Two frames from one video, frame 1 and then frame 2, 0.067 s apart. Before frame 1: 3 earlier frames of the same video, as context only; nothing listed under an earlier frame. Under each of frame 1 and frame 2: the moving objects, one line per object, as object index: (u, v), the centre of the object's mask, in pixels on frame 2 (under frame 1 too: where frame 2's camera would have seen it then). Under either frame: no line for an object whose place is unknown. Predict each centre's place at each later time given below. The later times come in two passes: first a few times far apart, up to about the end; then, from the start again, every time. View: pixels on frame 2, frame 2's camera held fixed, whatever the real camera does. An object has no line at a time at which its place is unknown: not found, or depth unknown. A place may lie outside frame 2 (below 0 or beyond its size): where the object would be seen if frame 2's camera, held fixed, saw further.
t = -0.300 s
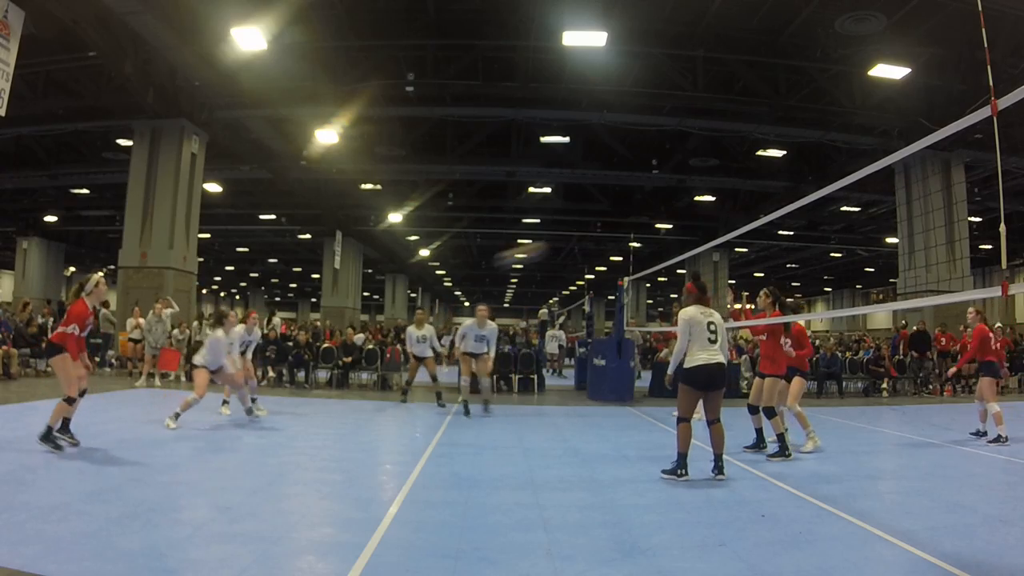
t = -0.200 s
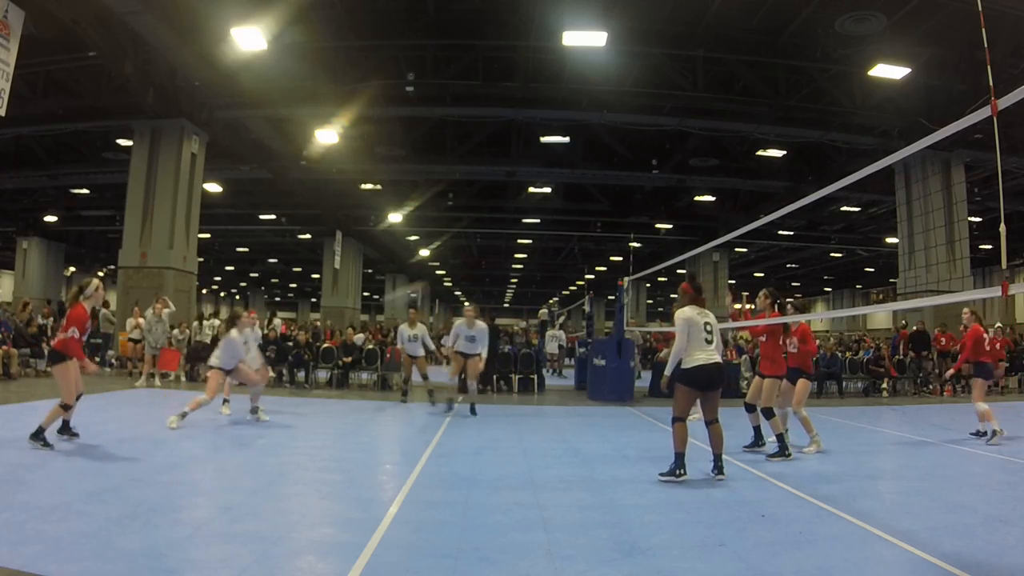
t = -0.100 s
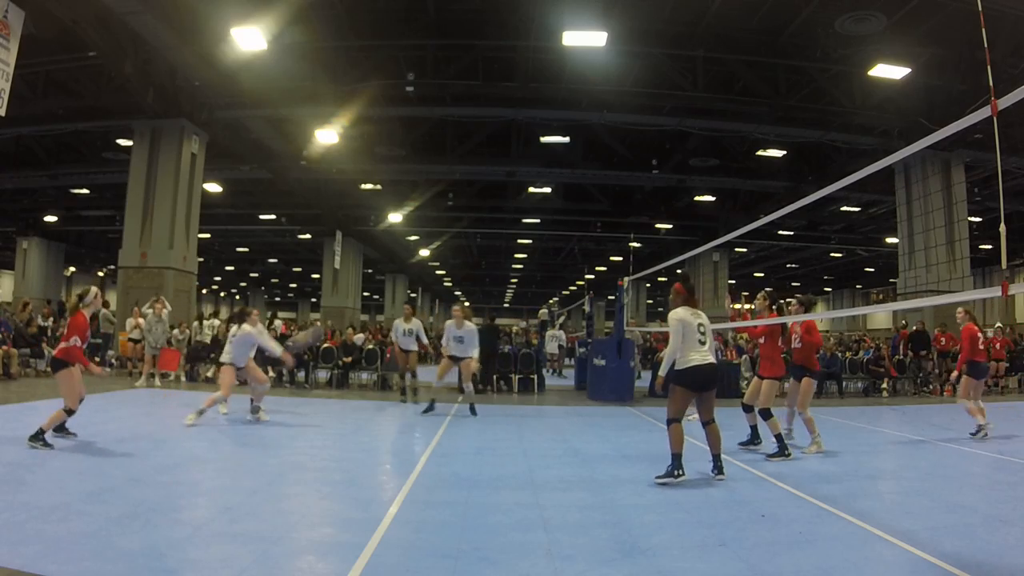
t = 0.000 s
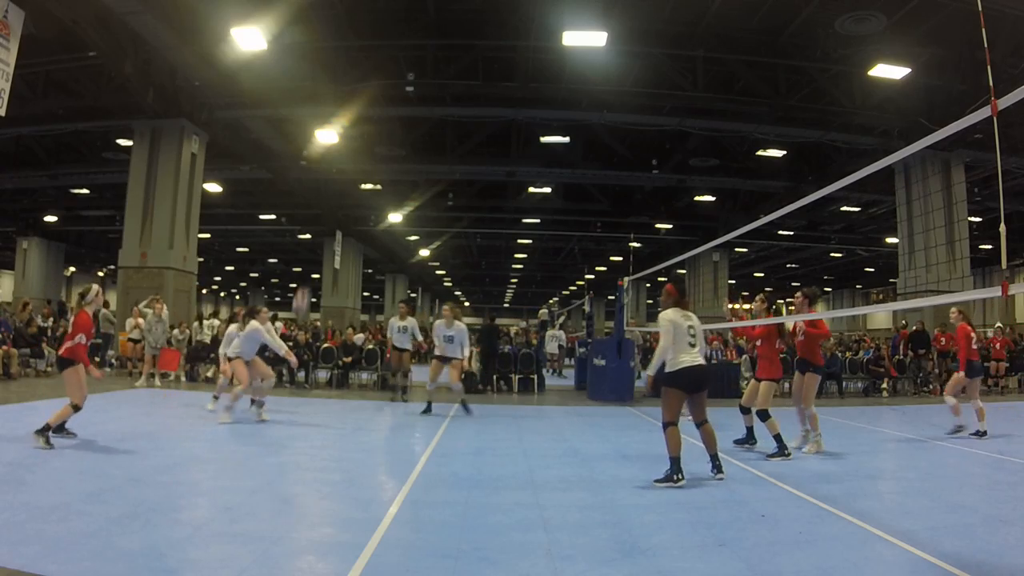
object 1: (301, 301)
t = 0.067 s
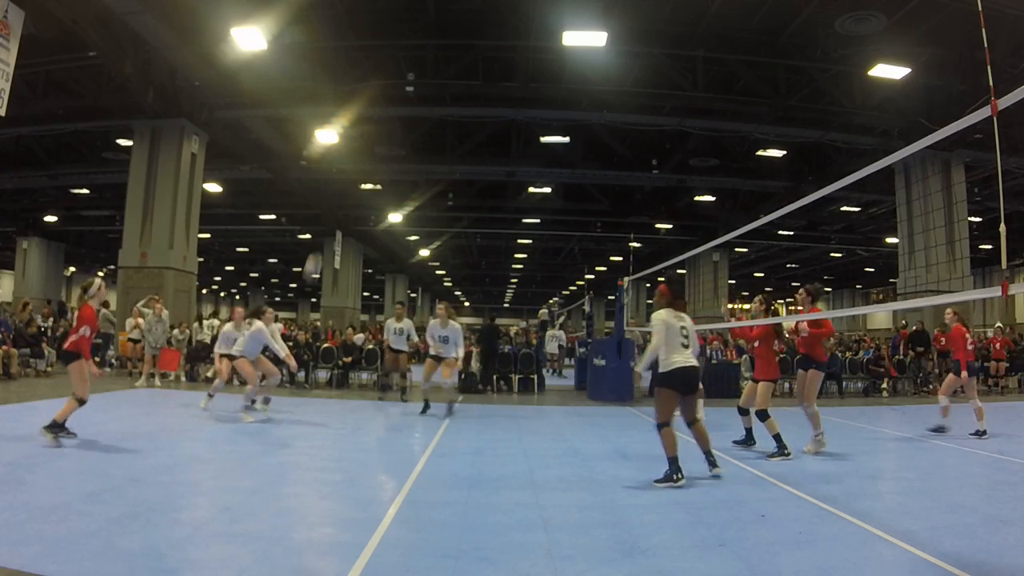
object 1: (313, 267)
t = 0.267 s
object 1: (347, 182)
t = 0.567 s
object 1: (395, 112)
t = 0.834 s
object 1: (435, 108)
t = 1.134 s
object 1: (481, 176)
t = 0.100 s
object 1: (318, 250)
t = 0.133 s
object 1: (325, 236)
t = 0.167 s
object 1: (330, 221)
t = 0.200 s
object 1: (336, 207)
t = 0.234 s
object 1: (342, 194)
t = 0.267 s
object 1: (347, 182)
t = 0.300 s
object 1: (353, 172)
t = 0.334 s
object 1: (358, 161)
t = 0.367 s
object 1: (364, 151)
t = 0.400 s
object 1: (369, 143)
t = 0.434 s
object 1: (375, 135)
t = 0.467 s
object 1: (379, 128)
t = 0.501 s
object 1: (385, 122)
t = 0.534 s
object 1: (390, 117)
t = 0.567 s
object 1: (395, 112)
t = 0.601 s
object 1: (400, 109)
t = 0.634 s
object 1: (404, 106)
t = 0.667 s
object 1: (411, 104)
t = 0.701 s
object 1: (415, 103)
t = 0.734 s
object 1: (420, 103)
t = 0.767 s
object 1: (425, 103)
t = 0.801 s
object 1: (430, 106)
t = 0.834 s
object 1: (435, 108)
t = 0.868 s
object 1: (440, 111)
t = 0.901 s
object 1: (445, 116)
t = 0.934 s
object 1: (449, 121)
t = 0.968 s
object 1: (455, 128)
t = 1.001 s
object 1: (460, 135)
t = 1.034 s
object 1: (465, 144)
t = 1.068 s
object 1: (470, 152)
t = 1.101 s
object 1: (475, 163)
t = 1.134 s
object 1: (481, 176)
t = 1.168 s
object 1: (486, 189)
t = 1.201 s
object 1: (492, 202)
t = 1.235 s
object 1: (497, 216)
